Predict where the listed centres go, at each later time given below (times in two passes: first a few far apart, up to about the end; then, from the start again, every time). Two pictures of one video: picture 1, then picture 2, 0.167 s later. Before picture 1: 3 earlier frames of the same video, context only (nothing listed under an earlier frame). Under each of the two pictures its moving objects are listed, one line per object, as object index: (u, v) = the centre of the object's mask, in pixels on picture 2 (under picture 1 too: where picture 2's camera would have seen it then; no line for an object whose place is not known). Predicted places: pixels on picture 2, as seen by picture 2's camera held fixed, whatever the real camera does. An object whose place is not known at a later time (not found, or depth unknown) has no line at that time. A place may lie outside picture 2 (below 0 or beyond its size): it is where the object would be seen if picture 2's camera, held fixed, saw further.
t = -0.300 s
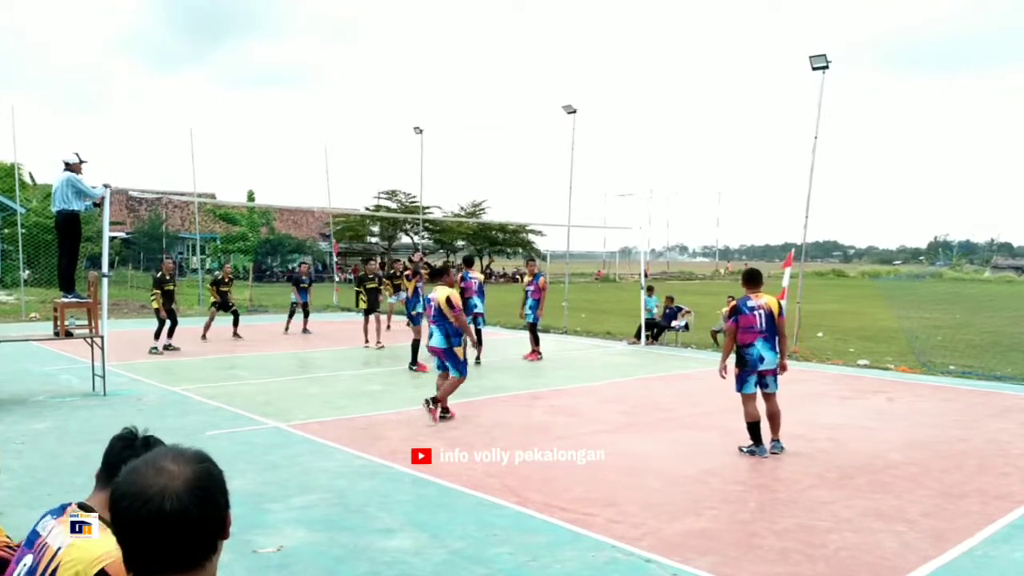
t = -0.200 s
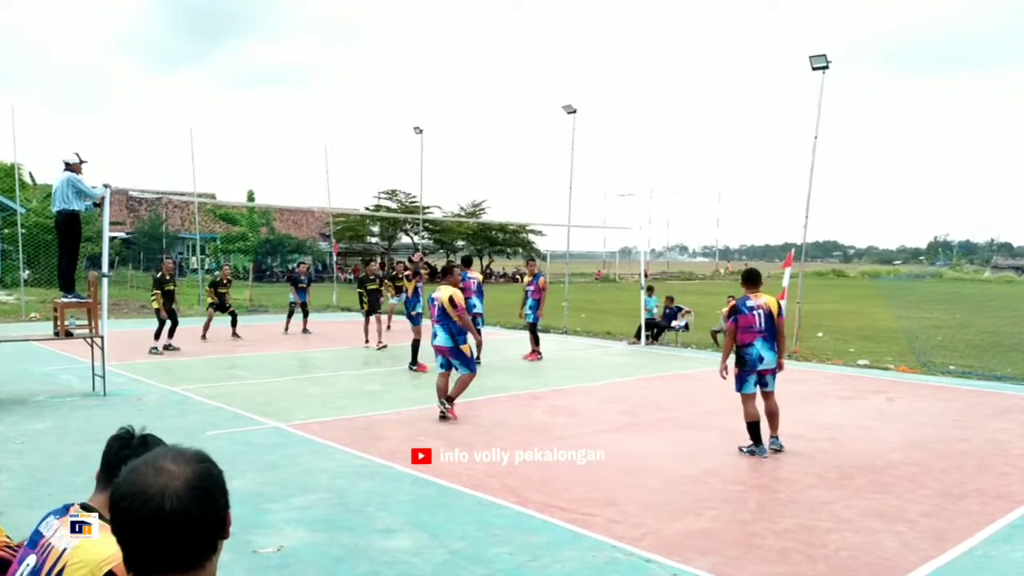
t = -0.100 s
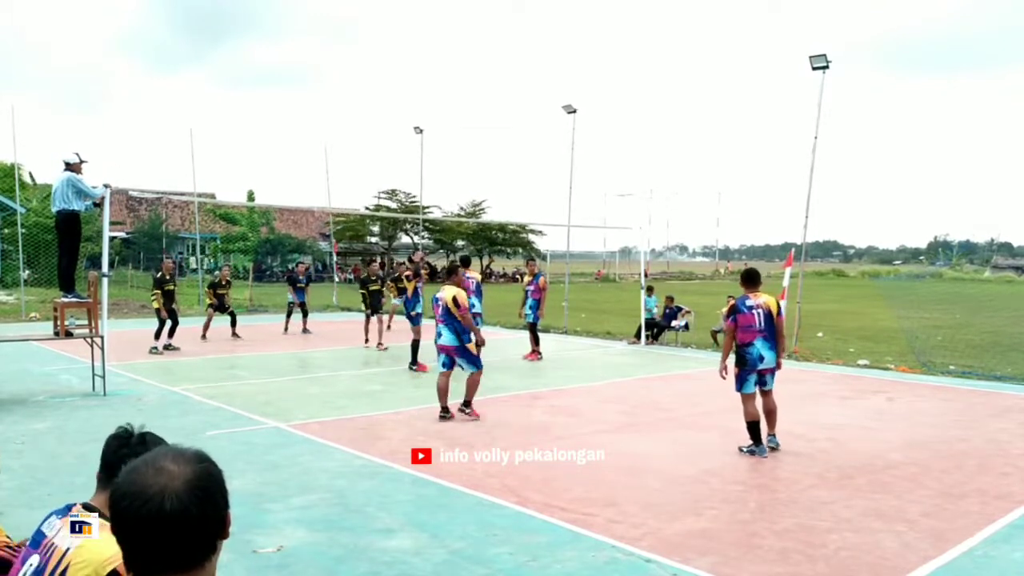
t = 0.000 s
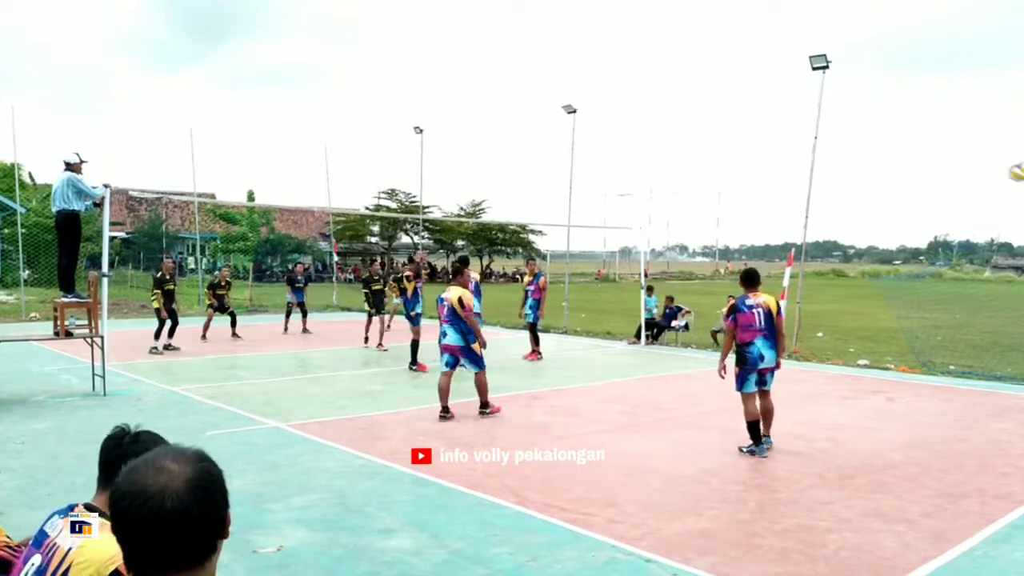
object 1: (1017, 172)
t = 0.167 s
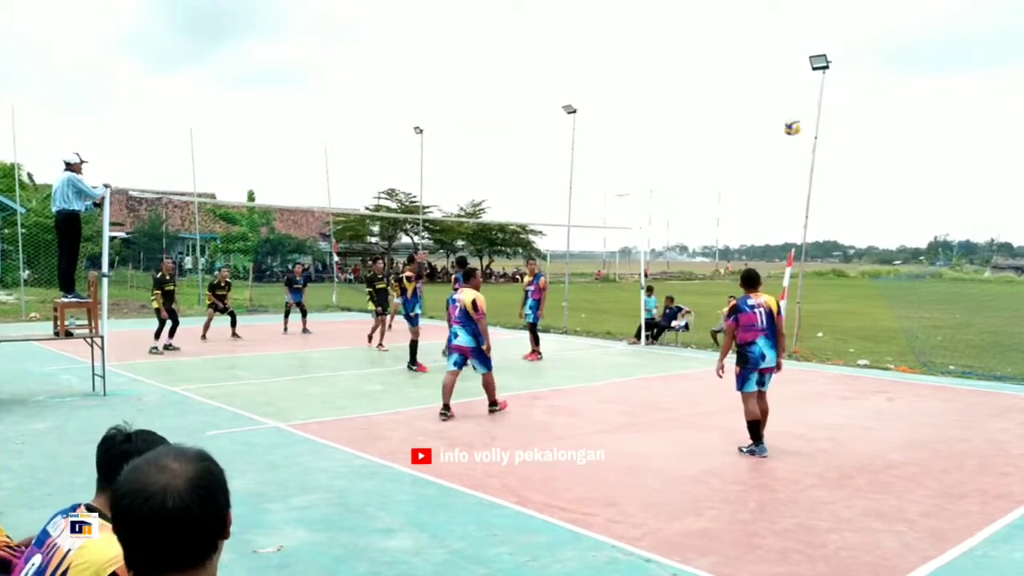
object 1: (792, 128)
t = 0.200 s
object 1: (754, 122)
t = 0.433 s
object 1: (536, 117)
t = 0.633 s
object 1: (399, 137)
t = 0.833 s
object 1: (293, 174)
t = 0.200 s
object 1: (754, 122)
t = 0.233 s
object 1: (718, 119)
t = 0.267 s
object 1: (683, 116)
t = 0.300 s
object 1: (651, 114)
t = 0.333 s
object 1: (621, 114)
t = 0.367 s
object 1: (591, 114)
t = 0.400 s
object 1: (565, 113)
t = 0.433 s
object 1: (536, 117)
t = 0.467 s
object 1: (510, 119)
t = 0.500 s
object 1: (486, 121)
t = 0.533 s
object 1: (463, 124)
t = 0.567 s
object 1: (441, 127)
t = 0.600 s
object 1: (420, 132)
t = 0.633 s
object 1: (399, 137)
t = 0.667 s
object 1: (380, 142)
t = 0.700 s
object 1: (360, 147)
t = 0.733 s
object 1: (342, 153)
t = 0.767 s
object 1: (325, 160)
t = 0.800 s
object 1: (308, 166)
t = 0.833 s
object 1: (293, 174)
